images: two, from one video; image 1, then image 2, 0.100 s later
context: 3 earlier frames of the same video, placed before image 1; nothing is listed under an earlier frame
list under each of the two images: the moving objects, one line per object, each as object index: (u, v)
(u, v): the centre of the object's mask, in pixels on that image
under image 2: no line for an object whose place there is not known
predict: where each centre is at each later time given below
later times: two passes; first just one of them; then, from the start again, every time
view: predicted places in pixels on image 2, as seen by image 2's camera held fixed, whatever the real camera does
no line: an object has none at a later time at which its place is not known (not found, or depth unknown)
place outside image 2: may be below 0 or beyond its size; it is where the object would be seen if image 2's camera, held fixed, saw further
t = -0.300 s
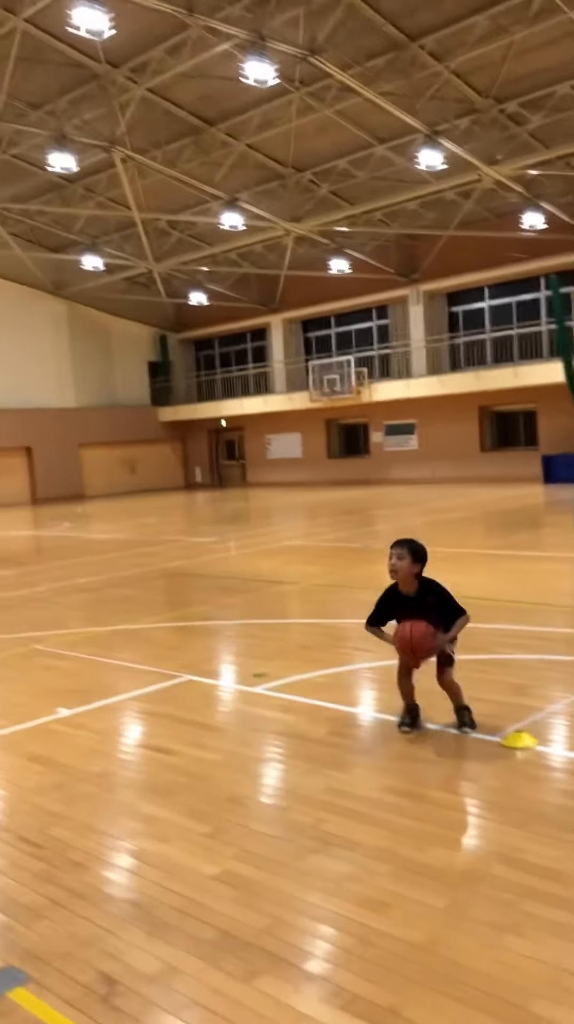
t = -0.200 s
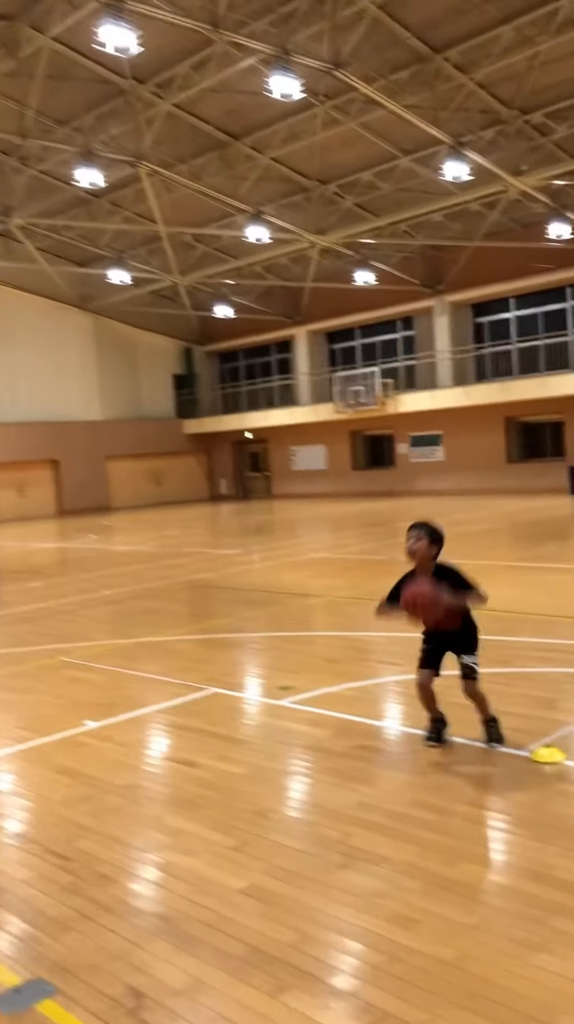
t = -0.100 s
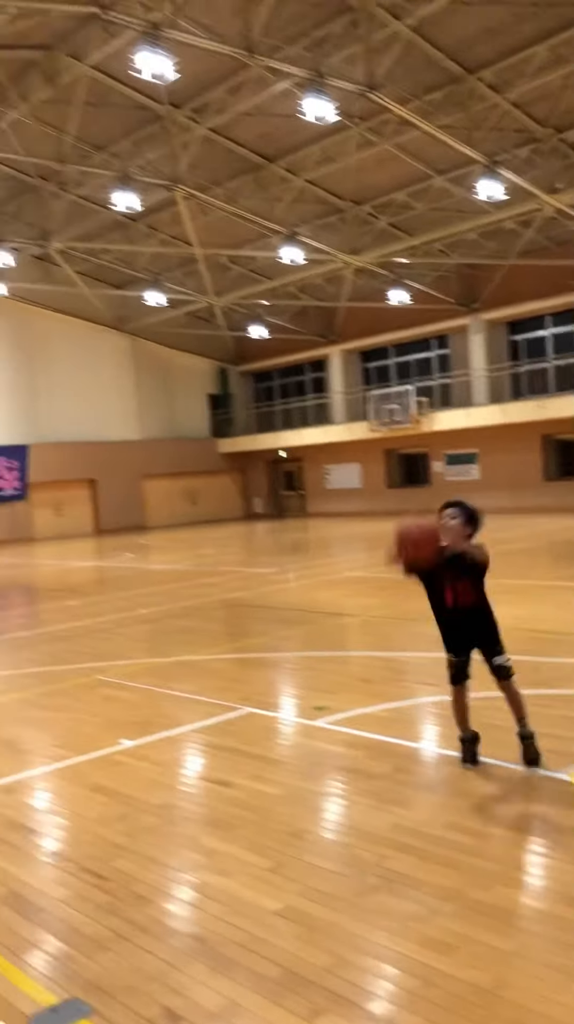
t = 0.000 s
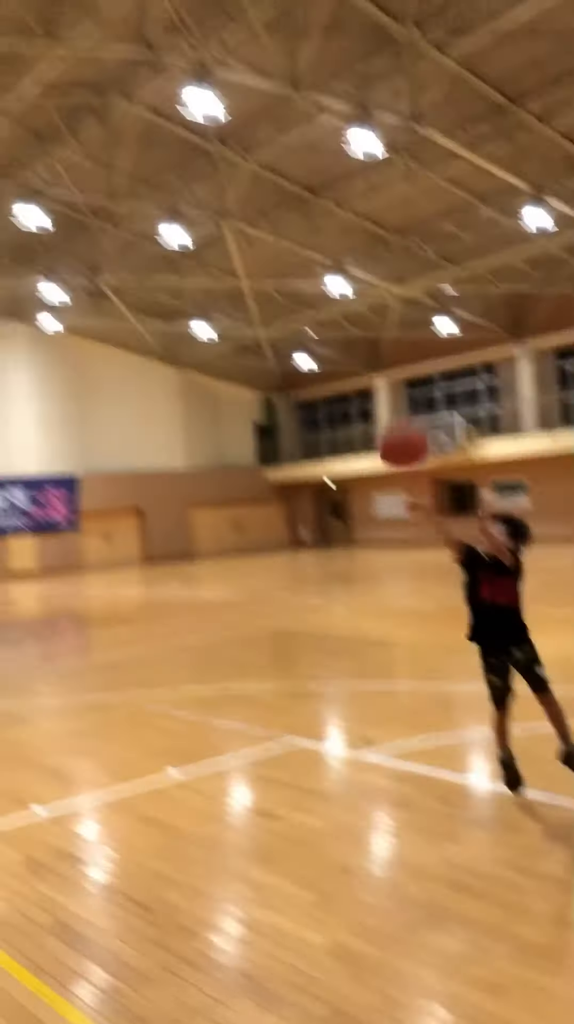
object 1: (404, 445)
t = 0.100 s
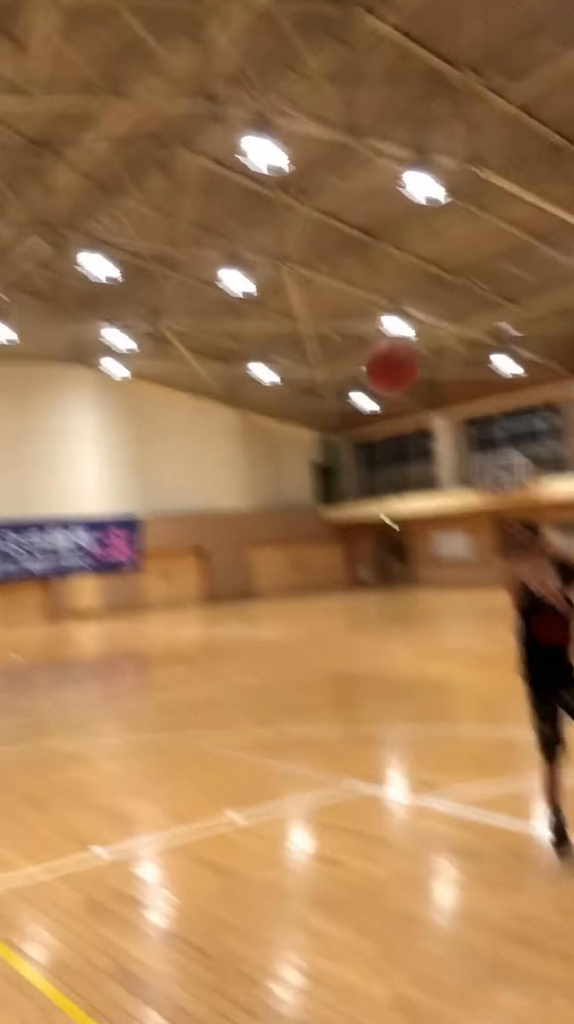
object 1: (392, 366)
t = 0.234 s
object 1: (290, 223)
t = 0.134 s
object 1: (367, 329)
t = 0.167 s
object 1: (343, 292)
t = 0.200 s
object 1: (317, 258)
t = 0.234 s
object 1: (290, 223)
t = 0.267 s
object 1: (265, 192)
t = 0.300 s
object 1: (236, 162)
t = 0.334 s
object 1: (208, 132)
